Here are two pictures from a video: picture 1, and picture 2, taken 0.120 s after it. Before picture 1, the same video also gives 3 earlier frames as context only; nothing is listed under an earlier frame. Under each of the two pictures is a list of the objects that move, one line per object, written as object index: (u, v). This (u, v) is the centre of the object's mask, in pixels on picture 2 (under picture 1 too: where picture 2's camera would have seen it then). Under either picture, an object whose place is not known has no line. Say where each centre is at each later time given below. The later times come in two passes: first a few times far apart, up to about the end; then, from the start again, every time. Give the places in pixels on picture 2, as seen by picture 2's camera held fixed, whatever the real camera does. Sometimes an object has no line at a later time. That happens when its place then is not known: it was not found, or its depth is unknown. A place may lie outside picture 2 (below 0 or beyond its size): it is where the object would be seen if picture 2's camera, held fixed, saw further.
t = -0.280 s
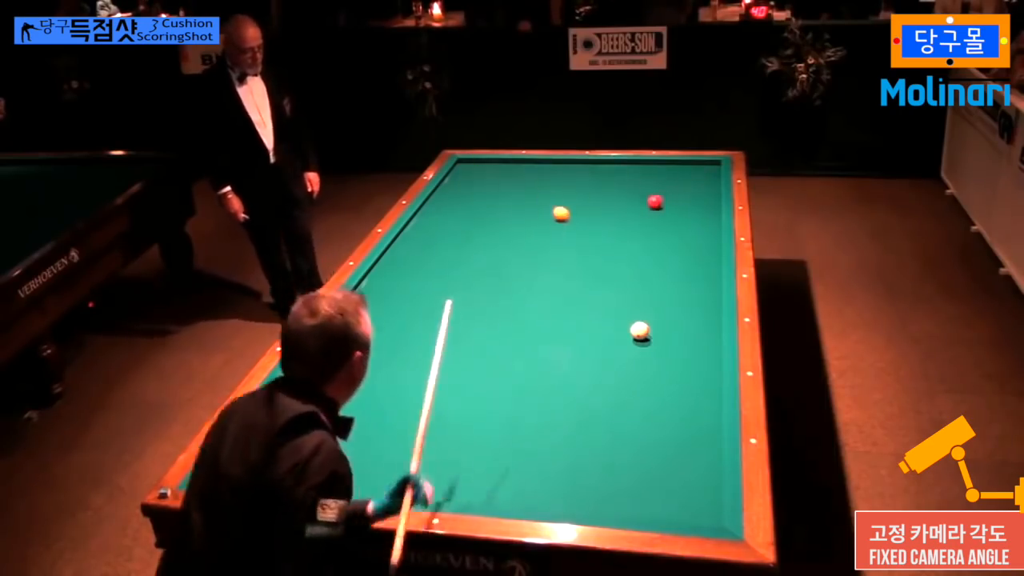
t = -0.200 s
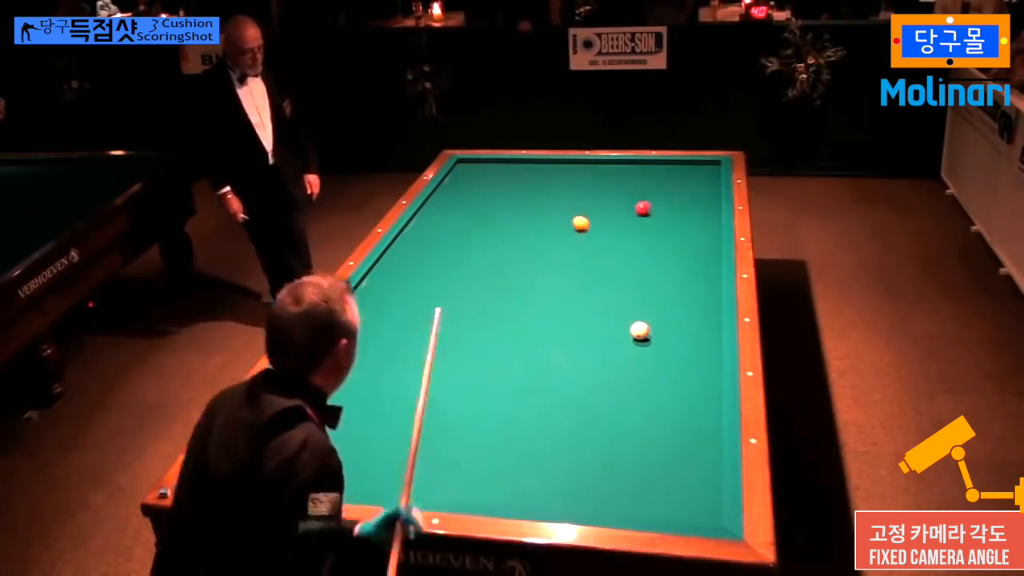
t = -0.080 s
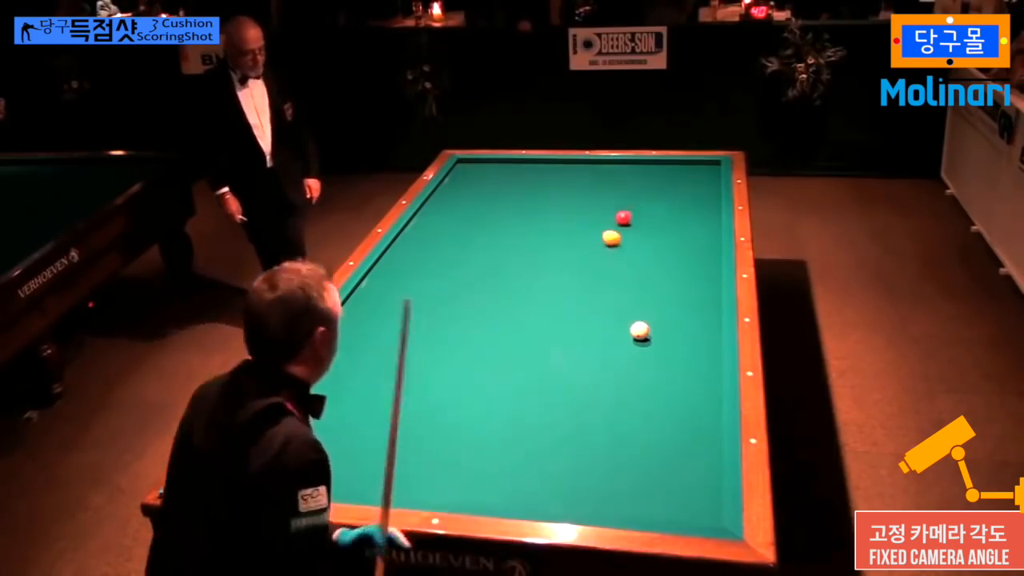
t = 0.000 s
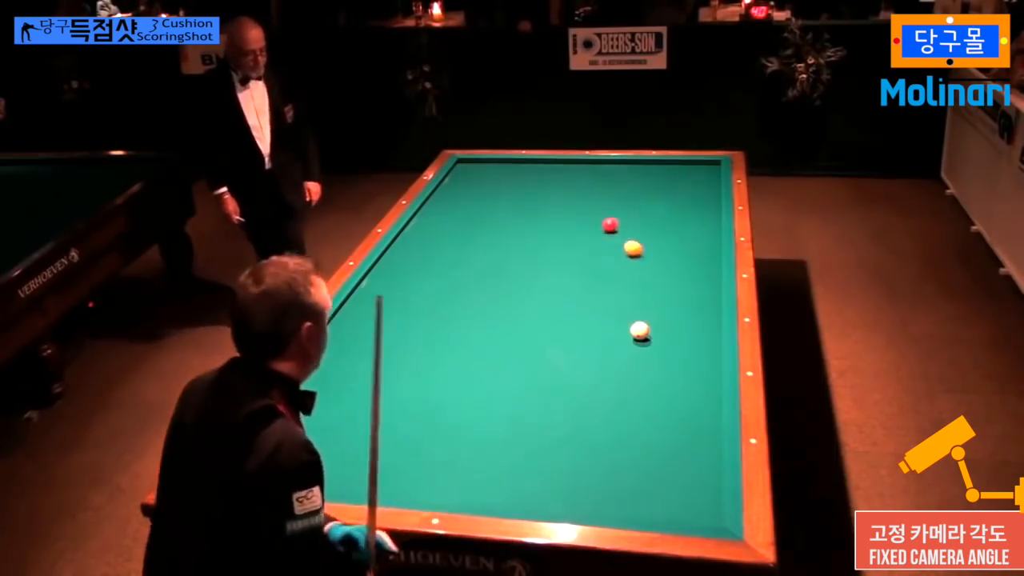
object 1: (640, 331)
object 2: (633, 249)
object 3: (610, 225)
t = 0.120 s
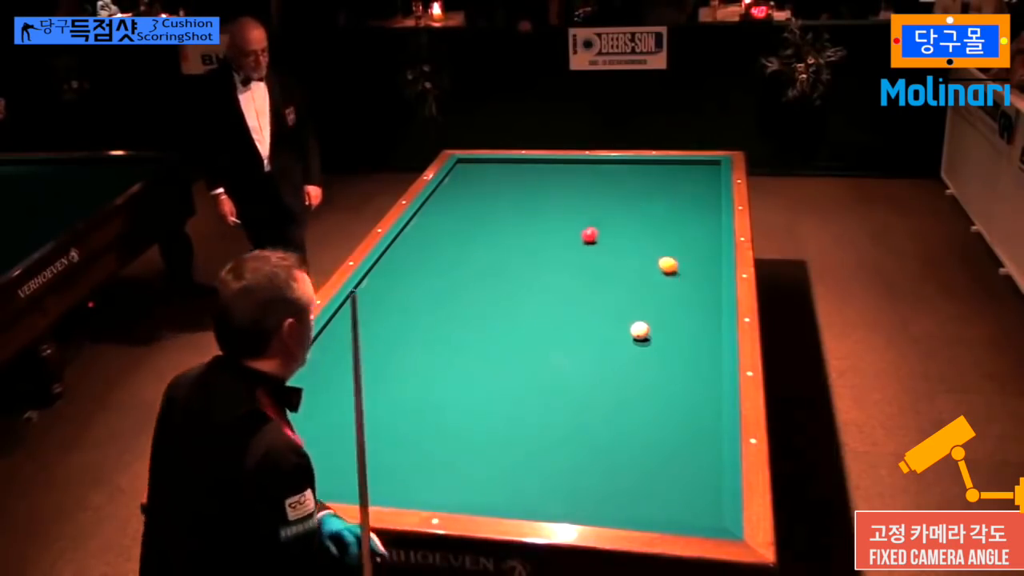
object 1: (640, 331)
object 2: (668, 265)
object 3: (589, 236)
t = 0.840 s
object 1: (646, 341)
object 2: (589, 335)
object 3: (451, 310)
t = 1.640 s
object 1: (670, 376)
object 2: (406, 387)
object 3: (269, 419)
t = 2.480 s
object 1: (694, 413)
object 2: (264, 448)
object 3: (295, 446)
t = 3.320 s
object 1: (709, 445)
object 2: (344, 470)
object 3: (343, 394)
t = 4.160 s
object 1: (698, 467)
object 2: (444, 444)
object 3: (379, 354)
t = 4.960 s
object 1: (690, 483)
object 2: (523, 424)
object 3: (406, 326)
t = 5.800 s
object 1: (686, 493)
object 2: (593, 406)
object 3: (427, 303)
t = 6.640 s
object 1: (685, 496)
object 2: (650, 391)
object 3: (443, 285)
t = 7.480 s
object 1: (685, 496)
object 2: (694, 379)
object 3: (454, 272)
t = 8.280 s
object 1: (685, 496)
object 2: (704, 371)
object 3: (462, 264)
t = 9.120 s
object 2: (692, 366)
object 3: (467, 258)
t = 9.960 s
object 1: (685, 495)
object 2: (689, 365)
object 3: (470, 256)
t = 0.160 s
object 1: (640, 331)
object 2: (680, 272)
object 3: (582, 239)
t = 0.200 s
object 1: (640, 331)
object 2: (693, 278)
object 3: (575, 243)
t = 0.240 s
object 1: (640, 331)
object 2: (706, 284)
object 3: (568, 247)
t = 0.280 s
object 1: (640, 331)
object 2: (712, 290)
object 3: (561, 251)
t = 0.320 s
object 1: (640, 331)
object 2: (701, 293)
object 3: (553, 254)
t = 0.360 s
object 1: (640, 331)
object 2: (690, 296)
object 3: (546, 258)
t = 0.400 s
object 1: (640, 331)
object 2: (680, 300)
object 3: (538, 262)
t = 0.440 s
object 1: (640, 331)
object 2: (671, 304)
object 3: (531, 266)
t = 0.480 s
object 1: (640, 331)
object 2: (663, 307)
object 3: (523, 270)
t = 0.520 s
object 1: (640, 331)
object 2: (655, 311)
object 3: (515, 274)
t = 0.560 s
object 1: (640, 332)
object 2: (648, 315)
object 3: (507, 279)
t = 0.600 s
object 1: (640, 332)
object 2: (641, 316)
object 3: (499, 283)
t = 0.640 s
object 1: (640, 332)
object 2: (631, 321)
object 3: (491, 288)
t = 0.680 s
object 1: (642, 334)
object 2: (624, 324)
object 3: (483, 292)
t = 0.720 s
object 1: (643, 335)
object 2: (616, 327)
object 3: (474, 296)
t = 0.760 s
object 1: (644, 337)
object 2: (607, 330)
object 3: (465, 301)
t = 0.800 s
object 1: (645, 339)
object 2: (598, 332)
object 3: (459, 304)
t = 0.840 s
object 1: (646, 341)
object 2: (589, 335)
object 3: (451, 310)
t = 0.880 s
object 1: (647, 342)
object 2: (580, 337)
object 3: (438, 315)
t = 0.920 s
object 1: (649, 344)
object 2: (572, 339)
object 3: (430, 319)
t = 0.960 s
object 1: (650, 346)
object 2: (563, 342)
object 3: (421, 323)
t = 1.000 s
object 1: (651, 348)
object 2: (554, 345)
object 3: (411, 329)
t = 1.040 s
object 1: (652, 350)
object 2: (545, 347)
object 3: (401, 334)
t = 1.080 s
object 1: (653, 351)
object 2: (537, 350)
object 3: (391, 340)
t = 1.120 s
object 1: (654, 353)
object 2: (528, 352)
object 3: (380, 345)
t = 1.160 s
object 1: (656, 355)
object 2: (518, 355)
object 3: (370, 350)
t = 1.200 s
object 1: (657, 357)
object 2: (509, 358)
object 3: (360, 355)
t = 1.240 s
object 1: (658, 359)
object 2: (500, 360)
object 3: (349, 361)
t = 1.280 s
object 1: (659, 360)
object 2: (491, 363)
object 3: (339, 367)
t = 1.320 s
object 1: (660, 362)
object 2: (482, 366)
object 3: (330, 372)
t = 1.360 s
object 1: (661, 364)
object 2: (473, 368)
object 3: (314, 378)
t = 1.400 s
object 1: (663, 366)
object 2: (463, 371)
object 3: (304, 384)
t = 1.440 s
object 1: (664, 367)
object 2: (454, 373)
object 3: (295, 390)
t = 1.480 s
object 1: (665, 369)
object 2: (445, 376)
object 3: (284, 396)
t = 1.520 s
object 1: (666, 371)
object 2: (435, 379)
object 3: (273, 403)
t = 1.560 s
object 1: (667, 373)
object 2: (426, 381)
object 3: (273, 408)
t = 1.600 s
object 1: (668, 374)
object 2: (416, 384)
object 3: (273, 413)
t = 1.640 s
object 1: (670, 376)
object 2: (406, 387)
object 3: (269, 419)
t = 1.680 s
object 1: (671, 378)
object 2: (397, 389)
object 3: (274, 424)
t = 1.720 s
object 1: (672, 380)
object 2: (387, 392)
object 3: (274, 430)
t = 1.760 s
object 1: (673, 381)
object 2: (377, 395)
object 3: (271, 436)
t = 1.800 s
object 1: (674, 383)
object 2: (367, 398)
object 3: (270, 442)
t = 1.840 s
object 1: (676, 385)
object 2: (357, 400)
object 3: (269, 448)
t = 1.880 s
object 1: (677, 387)
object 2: (347, 403)
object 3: (268, 454)
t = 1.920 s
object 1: (678, 389)
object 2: (338, 406)
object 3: (267, 460)
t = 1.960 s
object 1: (679, 390)
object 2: (328, 408)
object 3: (265, 467)
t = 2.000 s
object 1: (680, 392)
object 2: (318, 412)
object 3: (264, 473)
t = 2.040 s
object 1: (681, 394)
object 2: (308, 415)
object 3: (263, 477)
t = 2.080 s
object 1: (682, 396)
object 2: (298, 417)
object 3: (265, 477)
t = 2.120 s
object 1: (684, 397)
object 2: (288, 420)
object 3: (268, 474)
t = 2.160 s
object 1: (685, 399)
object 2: (278, 423)
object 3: (272, 470)
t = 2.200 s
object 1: (686, 401)
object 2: (268, 426)
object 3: (275, 467)
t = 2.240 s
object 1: (687, 402)
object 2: (257, 429)
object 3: (278, 464)
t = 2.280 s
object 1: (688, 404)
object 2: (251, 432)
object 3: (281, 461)
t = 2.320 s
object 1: (689, 406)
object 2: (254, 435)
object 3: (284, 458)
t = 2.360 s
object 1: (690, 408)
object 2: (257, 438)
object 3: (286, 455)
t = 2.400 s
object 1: (691, 409)
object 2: (259, 442)
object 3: (289, 452)
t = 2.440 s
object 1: (693, 411)
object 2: (262, 445)
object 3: (292, 449)
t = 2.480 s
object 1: (694, 413)
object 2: (264, 448)
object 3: (295, 446)
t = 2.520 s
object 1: (694, 414)
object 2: (266, 451)
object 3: (297, 443)
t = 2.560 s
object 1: (695, 415)
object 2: (269, 454)
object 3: (300, 441)
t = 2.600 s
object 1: (696, 417)
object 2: (271, 458)
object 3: (302, 438)
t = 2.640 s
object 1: (697, 418)
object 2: (273, 461)
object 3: (305, 435)
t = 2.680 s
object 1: (698, 420)
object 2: (275, 464)
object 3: (307, 432)
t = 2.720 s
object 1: (699, 421)
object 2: (278, 468)
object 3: (310, 429)
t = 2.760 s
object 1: (701, 423)
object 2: (280, 471)
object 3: (312, 427)
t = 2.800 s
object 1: (702, 425)
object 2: (283, 473)
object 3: (315, 424)
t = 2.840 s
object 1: (703, 426)
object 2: (285, 476)
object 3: (317, 422)
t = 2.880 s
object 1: (704, 428)
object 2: (288, 478)
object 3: (319, 419)
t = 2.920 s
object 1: (705, 430)
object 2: (290, 480)
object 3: (321, 417)
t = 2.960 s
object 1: (706, 431)
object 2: (296, 480)
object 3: (324, 414)
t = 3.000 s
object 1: (707, 433)
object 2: (302, 479)
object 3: (326, 412)
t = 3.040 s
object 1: (708, 434)
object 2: (307, 478)
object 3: (328, 410)
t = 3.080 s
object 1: (709, 436)
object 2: (312, 478)
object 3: (330, 407)
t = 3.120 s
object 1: (710, 438)
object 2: (317, 477)
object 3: (333, 405)
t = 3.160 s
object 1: (711, 439)
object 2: (322, 476)
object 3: (334, 403)
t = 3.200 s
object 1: (710, 440)
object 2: (328, 474)
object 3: (336, 401)
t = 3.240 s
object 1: (710, 442)
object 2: (333, 473)
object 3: (339, 398)
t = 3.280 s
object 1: (709, 443)
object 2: (339, 471)
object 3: (341, 396)
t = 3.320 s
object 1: (709, 445)
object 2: (344, 470)
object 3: (343, 394)
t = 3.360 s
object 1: (709, 446)
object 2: (349, 468)
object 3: (345, 392)
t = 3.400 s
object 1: (708, 447)
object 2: (354, 467)
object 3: (347, 389)
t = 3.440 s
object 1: (707, 448)
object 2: (359, 466)
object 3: (348, 387)
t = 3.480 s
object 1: (707, 449)
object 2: (364, 465)
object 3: (350, 385)
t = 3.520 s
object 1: (706, 450)
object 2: (369, 463)
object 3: (352, 383)
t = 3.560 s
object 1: (706, 452)
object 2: (374, 462)
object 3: (354, 382)
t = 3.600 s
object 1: (705, 452)
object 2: (379, 461)
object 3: (356, 379)
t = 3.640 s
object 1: (705, 454)
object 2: (384, 460)
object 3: (358, 377)
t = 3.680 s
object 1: (704, 455)
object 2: (389, 458)
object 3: (360, 375)
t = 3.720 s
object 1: (703, 456)
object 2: (394, 457)
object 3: (361, 374)
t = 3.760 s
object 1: (703, 456)
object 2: (398, 456)
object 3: (363, 372)
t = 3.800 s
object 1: (702, 458)
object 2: (403, 454)
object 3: (365, 370)
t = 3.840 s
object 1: (702, 459)
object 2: (408, 453)
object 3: (367, 368)
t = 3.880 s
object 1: (701, 459)
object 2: (412, 452)
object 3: (368, 366)
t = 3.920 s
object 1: (701, 461)
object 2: (417, 451)
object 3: (370, 365)
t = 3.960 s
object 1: (700, 462)
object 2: (422, 450)
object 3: (371, 363)
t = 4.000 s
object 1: (700, 463)
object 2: (426, 448)
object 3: (373, 361)
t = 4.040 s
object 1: (699, 464)
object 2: (431, 447)
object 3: (375, 359)
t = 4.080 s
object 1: (699, 465)
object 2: (435, 446)
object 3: (376, 358)
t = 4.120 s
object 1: (698, 466)
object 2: (440, 445)
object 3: (378, 356)
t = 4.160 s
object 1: (698, 467)
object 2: (444, 444)
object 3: (379, 354)
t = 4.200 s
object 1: (697, 468)
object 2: (448, 443)
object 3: (381, 353)
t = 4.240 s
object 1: (697, 469)
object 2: (453, 442)
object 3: (383, 351)
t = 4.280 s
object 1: (696, 470)
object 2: (457, 441)
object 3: (384, 350)
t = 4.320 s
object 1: (696, 470)
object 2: (461, 440)
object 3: (385, 348)
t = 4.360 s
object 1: (696, 471)
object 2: (465, 439)
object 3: (387, 347)
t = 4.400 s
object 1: (695, 472)
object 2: (469, 437)
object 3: (388, 345)
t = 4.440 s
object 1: (695, 473)
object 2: (473, 436)
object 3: (390, 344)
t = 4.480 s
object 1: (694, 474)
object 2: (477, 436)
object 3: (391, 342)
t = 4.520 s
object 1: (694, 475)
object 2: (481, 435)
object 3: (393, 341)
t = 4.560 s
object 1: (693, 476)
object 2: (485, 433)
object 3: (394, 339)
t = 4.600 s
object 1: (693, 476)
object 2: (489, 433)
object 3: (395, 338)
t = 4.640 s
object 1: (692, 477)
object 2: (493, 431)
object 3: (397, 336)
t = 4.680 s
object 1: (692, 478)
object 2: (497, 430)
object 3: (398, 335)
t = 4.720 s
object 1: (692, 479)
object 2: (501, 429)
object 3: (399, 334)
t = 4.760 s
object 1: (692, 480)
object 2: (505, 428)
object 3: (400, 332)
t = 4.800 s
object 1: (691, 480)
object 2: (509, 427)
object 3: (401, 331)
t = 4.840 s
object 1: (691, 481)
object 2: (512, 427)
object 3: (403, 330)
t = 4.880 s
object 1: (691, 482)
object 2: (516, 426)
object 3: (404, 329)
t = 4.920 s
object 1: (691, 482)
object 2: (519, 425)
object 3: (405, 327)
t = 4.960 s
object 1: (690, 483)
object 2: (523, 424)
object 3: (406, 326)
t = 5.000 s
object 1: (690, 484)
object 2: (527, 423)
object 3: (407, 324)
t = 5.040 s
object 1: (690, 484)
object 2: (530, 422)
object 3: (408, 323)
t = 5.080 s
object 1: (689, 485)
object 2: (534, 421)
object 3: (409, 322)
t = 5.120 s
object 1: (689, 486)
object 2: (538, 420)
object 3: (411, 321)
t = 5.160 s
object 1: (689, 486)
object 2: (541, 419)
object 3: (412, 320)
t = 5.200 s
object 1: (689, 487)
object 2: (544, 418)
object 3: (412, 319)
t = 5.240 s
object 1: (689, 488)
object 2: (548, 417)
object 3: (414, 317)
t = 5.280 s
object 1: (688, 488)
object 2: (551, 416)
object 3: (415, 316)
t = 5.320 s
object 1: (688, 489)
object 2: (555, 416)
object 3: (416, 315)
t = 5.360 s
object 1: (688, 489)
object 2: (558, 415)
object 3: (417, 314)
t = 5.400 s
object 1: (688, 490)
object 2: (561, 414)
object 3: (418, 313)
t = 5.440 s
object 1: (688, 490)
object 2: (565, 413)
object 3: (419, 312)
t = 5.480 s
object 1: (687, 491)
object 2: (568, 412)
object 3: (420, 311)
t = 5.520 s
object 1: (687, 491)
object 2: (571, 411)
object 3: (420, 310)
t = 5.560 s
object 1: (687, 491)
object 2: (574, 411)
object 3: (421, 309)
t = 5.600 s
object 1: (686, 492)
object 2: (577, 410)
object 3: (422, 308)
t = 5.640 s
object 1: (686, 492)
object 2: (580, 409)
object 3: (423, 307)
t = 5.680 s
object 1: (686, 493)
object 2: (583, 408)
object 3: (424, 305)
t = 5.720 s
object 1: (686, 493)
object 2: (586, 407)
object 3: (425, 304)
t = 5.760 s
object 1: (686, 493)
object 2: (589, 407)
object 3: (426, 303)
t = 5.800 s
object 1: (686, 493)
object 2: (593, 406)
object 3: (427, 303)
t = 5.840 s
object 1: (686, 494)
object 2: (596, 405)
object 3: (428, 302)
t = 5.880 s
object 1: (686, 494)
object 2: (599, 405)
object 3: (429, 301)
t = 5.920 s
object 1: (686, 494)
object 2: (602, 404)
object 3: (429, 300)
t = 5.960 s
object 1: (686, 494)
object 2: (604, 403)
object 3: (430, 299)
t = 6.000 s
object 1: (686, 495)
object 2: (607, 402)
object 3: (431, 298)
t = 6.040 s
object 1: (686, 495)
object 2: (610, 401)
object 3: (432, 297)
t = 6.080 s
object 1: (686, 495)
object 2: (613, 401)
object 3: (433, 296)
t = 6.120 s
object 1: (686, 496)
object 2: (616, 400)
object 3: (433, 295)
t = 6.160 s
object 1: (686, 496)
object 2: (618, 400)
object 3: (434, 294)
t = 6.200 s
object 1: (686, 496)
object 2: (621, 399)
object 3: (435, 294)
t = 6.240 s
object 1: (685, 496)
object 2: (624, 398)
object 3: (436, 293)
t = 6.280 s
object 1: (686, 496)
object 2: (627, 398)
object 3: (436, 292)
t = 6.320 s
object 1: (685, 496)
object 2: (629, 397)
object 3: (437, 291)
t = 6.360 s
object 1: (685, 496)
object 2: (632, 396)
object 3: (438, 290)
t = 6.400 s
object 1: (685, 496)
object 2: (635, 396)
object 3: (439, 290)
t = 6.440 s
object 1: (685, 496)
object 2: (637, 395)
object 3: (439, 289)
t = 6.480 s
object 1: (685, 496)
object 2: (640, 394)
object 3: (440, 288)
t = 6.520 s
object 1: (685, 496)
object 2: (642, 394)
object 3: (441, 287)
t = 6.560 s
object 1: (685, 496)
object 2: (645, 393)
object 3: (442, 287)
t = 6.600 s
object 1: (685, 496)
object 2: (647, 392)
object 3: (442, 286)
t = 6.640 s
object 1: (685, 496)
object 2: (650, 391)
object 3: (443, 285)
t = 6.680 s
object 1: (685, 496)
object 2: (652, 391)
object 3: (443, 284)
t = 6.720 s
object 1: (685, 496)
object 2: (654, 390)
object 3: (444, 284)
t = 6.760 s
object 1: (685, 496)
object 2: (657, 389)
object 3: (445, 283)
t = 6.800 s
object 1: (685, 496)
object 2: (659, 389)
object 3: (445, 282)
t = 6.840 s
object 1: (685, 496)
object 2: (661, 388)
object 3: (446, 282)
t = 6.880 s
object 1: (685, 496)
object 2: (664, 387)
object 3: (446, 281)
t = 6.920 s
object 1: (685, 496)
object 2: (666, 387)
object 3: (447, 280)
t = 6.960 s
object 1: (685, 496)
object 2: (668, 386)
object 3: (448, 280)
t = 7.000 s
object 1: (685, 496)
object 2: (670, 386)
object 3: (449, 279)
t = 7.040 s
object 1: (685, 496)
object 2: (672, 385)
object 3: (449, 278)
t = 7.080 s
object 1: (685, 496)
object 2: (674, 385)
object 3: (449, 278)
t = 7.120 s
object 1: (685, 496)
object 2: (677, 384)
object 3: (450, 277)
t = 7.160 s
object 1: (685, 496)
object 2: (679, 384)
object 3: (450, 277)
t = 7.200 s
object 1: (685, 496)
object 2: (681, 383)
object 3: (451, 276)
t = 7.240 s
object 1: (685, 496)
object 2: (683, 382)
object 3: (452, 276)
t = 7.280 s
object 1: (685, 496)
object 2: (685, 381)
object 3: (452, 275)
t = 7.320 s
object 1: (685, 496)
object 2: (687, 381)
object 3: (452, 274)
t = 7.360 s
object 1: (685, 496)
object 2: (689, 380)
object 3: (453, 274)
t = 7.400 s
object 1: (685, 496)
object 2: (691, 380)
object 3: (453, 273)
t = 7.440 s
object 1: (685, 496)
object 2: (692, 379)
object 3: (454, 273)
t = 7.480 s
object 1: (685, 496)
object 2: (694, 379)
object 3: (454, 272)
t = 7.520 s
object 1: (685, 496)
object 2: (696, 378)
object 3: (455, 272)
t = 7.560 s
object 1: (685, 496)
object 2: (698, 378)
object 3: (455, 271)
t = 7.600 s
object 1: (685, 496)
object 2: (700, 377)
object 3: (456, 271)
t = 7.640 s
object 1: (685, 496)
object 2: (702, 377)
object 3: (456, 271)
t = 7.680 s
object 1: (685, 496)
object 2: (703, 376)
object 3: (456, 270)
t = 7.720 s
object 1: (685, 496)
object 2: (705, 376)
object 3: (457, 270)
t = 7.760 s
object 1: (685, 496)
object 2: (707, 375)
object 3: (457, 269)
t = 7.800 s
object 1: (685, 496)
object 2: (709, 375)
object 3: (458, 269)
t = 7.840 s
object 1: (685, 496)
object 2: (710, 374)
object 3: (458, 268)
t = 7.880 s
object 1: (685, 496)
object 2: (712, 374)
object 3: (458, 268)
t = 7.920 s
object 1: (685, 496)
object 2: (712, 373)
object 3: (459, 267)
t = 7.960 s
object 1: (685, 496)
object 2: (711, 373)
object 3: (459, 267)
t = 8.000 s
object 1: (685, 496)
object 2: (710, 373)
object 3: (460, 266)
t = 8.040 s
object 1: (685, 496)
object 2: (709, 372)
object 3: (460, 266)
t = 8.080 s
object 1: (685, 496)
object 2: (708, 372)
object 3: (460, 266)
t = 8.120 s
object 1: (685, 496)
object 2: (707, 372)
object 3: (461, 265)
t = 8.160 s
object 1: (685, 496)
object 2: (706, 372)
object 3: (461, 265)
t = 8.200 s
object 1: (685, 496)
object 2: (706, 372)
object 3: (461, 265)
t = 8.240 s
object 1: (685, 496)
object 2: (705, 371)
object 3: (462, 264)
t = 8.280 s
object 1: (685, 496)
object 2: (704, 371)
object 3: (462, 264)
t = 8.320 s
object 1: (685, 496)
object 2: (703, 371)
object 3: (462, 264)
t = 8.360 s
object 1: (685, 496)
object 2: (702, 370)
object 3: (462, 264)
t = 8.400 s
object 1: (685, 496)
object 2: (702, 370)
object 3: (462, 263)
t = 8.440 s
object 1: (685, 496)
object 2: (701, 370)
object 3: (463, 263)
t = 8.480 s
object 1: (685, 496)
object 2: (700, 370)
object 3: (463, 263)
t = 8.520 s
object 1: (685, 496)
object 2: (700, 370)
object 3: (463, 262)
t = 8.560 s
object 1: (684, 496)
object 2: (699, 369)
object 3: (464, 262)
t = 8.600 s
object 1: (685, 496)
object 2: (698, 369)
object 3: (464, 262)
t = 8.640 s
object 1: (685, 496)
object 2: (698, 369)
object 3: (464, 262)
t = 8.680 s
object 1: (685, 496)
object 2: (697, 369)
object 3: (465, 261)
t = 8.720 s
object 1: (685, 496)
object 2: (697, 368)
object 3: (465, 261)
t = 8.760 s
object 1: (685, 496)
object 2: (696, 368)
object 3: (465, 261)
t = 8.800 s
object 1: (685, 496)
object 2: (697, 368)
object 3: (465, 260)
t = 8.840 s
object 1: (690, 496)
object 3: (466, 260)
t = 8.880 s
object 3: (466, 260)
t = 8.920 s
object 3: (466, 259)
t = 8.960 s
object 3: (467, 259)
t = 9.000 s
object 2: (689, 368)
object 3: (467, 259)
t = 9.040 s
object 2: (693, 367)
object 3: (467, 259)
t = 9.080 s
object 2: (692, 366)
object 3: (467, 259)
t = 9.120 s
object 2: (692, 366)
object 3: (467, 258)
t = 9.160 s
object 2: (692, 366)
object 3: (468, 258)
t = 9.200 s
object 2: (691, 366)
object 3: (468, 258)
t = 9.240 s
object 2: (691, 366)
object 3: (468, 258)
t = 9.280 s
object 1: (679, 492)
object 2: (690, 365)
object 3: (468, 258)
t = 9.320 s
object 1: (683, 498)
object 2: (691, 366)
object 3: (469, 258)
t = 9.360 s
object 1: (685, 495)
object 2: (690, 366)
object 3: (469, 258)
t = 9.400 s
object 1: (685, 495)
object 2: (690, 366)
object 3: (469, 258)
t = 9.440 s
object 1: (685, 495)
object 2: (690, 366)
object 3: (469, 257)
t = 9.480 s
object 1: (685, 496)
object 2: (689, 365)
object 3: (470, 257)
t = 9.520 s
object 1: (685, 496)
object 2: (689, 365)
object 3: (470, 257)
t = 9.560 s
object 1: (685, 496)
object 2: (689, 365)
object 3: (470, 257)
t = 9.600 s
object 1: (685, 496)
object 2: (689, 365)
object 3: (470, 257)
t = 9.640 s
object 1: (685, 496)
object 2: (689, 365)
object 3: (470, 257)
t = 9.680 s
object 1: (685, 496)
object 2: (689, 365)
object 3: (470, 257)
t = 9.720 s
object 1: (685, 496)
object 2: (689, 365)
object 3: (470, 257)
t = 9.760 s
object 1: (685, 496)
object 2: (689, 365)
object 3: (470, 257)
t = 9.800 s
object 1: (685, 495)
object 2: (689, 365)
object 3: (470, 257)
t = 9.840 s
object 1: (685, 495)
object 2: (689, 365)
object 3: (470, 256)
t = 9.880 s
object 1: (685, 495)
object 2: (689, 365)
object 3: (470, 256)
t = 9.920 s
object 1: (685, 495)
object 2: (689, 365)
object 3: (470, 256)
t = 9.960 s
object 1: (685, 495)
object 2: (689, 365)
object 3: (470, 256)
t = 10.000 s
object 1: (685, 495)
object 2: (689, 365)
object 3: (470, 256)
